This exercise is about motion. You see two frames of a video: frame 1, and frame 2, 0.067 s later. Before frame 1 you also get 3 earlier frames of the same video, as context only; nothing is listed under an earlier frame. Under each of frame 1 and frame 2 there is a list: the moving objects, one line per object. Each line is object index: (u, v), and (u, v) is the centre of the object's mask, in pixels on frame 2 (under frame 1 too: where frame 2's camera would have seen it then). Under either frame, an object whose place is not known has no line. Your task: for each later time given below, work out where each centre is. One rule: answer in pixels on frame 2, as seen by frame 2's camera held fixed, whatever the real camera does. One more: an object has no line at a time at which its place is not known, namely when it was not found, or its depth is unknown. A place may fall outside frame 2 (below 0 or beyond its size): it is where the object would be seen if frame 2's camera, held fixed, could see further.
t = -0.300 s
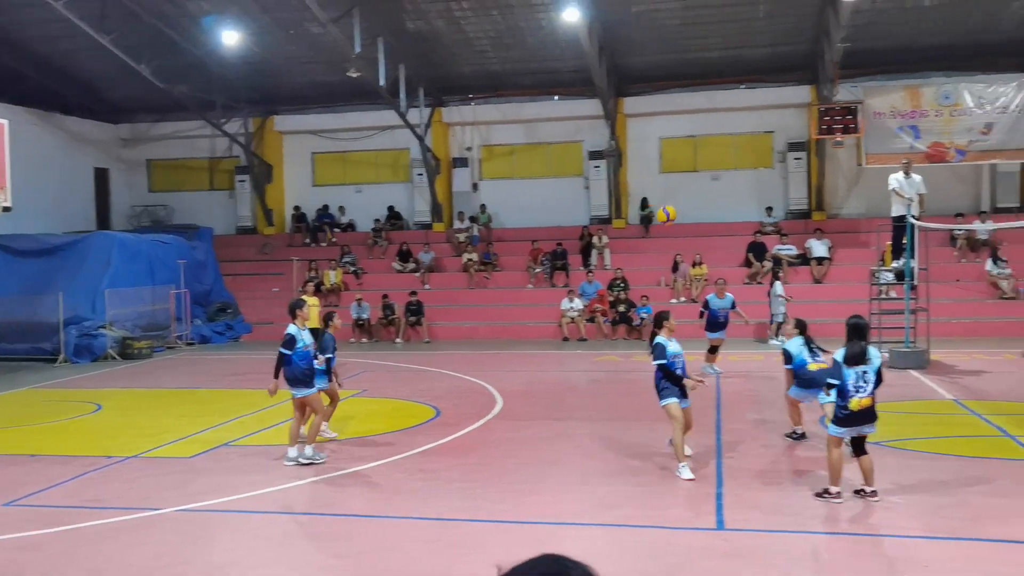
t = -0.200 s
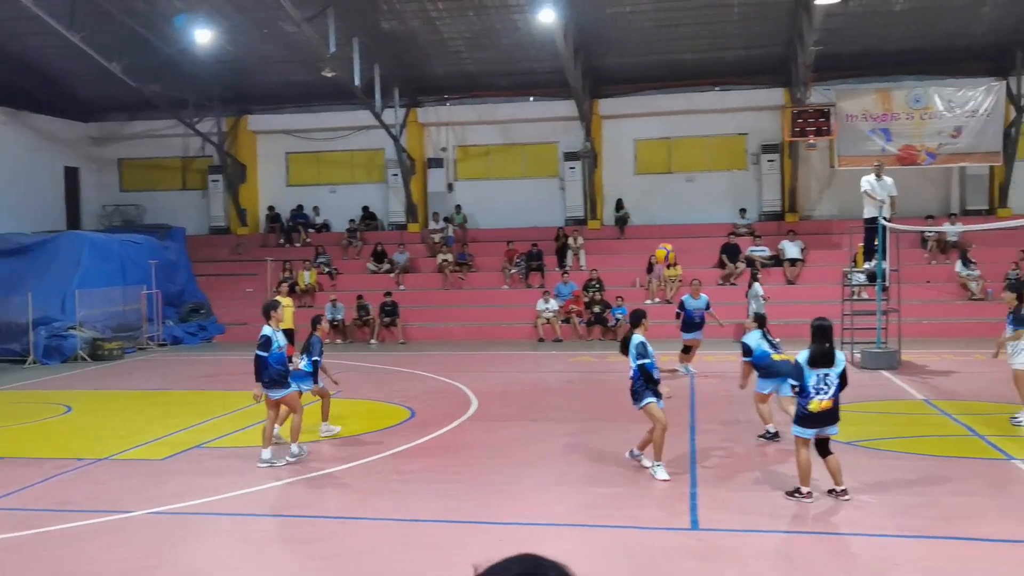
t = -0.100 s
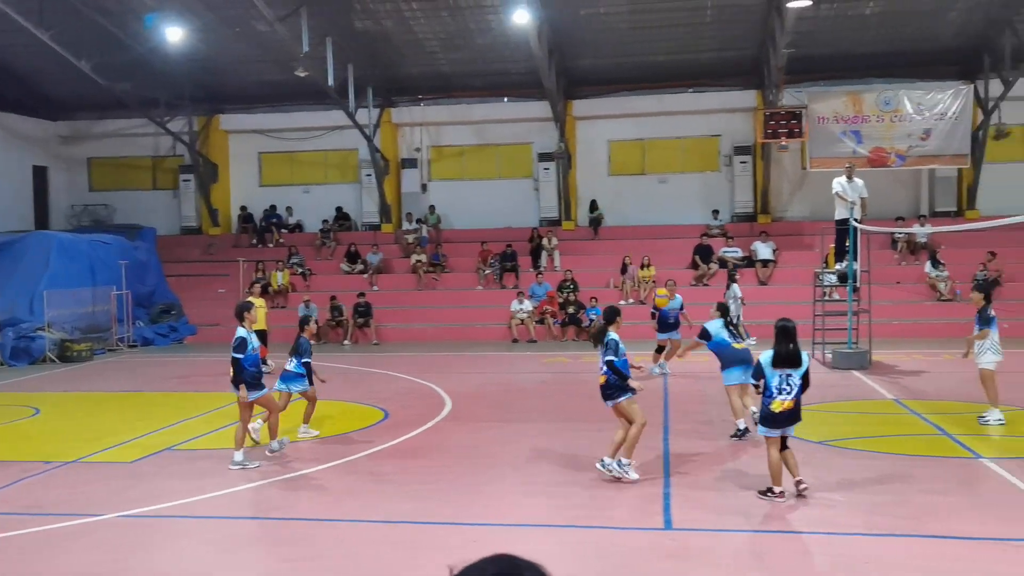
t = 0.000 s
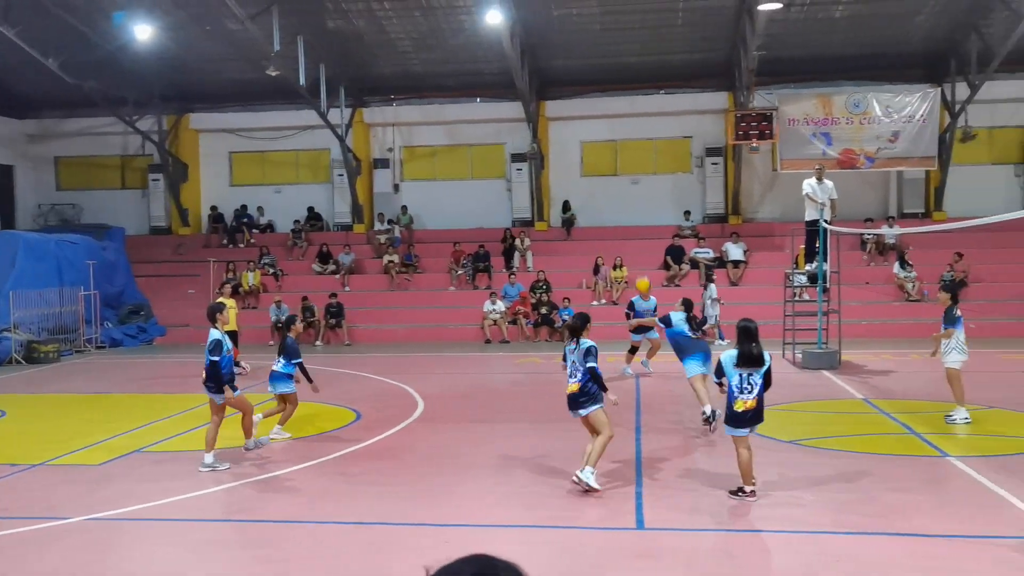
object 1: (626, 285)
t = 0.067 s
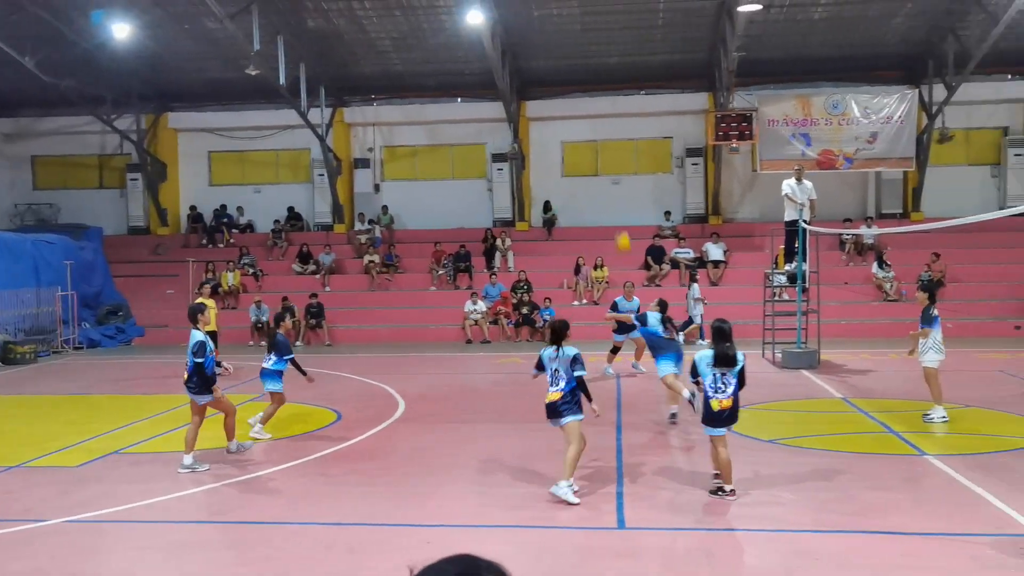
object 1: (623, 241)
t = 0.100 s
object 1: (622, 222)
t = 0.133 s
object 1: (620, 203)
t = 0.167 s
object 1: (618, 185)
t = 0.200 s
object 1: (616, 168)
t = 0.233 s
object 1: (614, 151)
